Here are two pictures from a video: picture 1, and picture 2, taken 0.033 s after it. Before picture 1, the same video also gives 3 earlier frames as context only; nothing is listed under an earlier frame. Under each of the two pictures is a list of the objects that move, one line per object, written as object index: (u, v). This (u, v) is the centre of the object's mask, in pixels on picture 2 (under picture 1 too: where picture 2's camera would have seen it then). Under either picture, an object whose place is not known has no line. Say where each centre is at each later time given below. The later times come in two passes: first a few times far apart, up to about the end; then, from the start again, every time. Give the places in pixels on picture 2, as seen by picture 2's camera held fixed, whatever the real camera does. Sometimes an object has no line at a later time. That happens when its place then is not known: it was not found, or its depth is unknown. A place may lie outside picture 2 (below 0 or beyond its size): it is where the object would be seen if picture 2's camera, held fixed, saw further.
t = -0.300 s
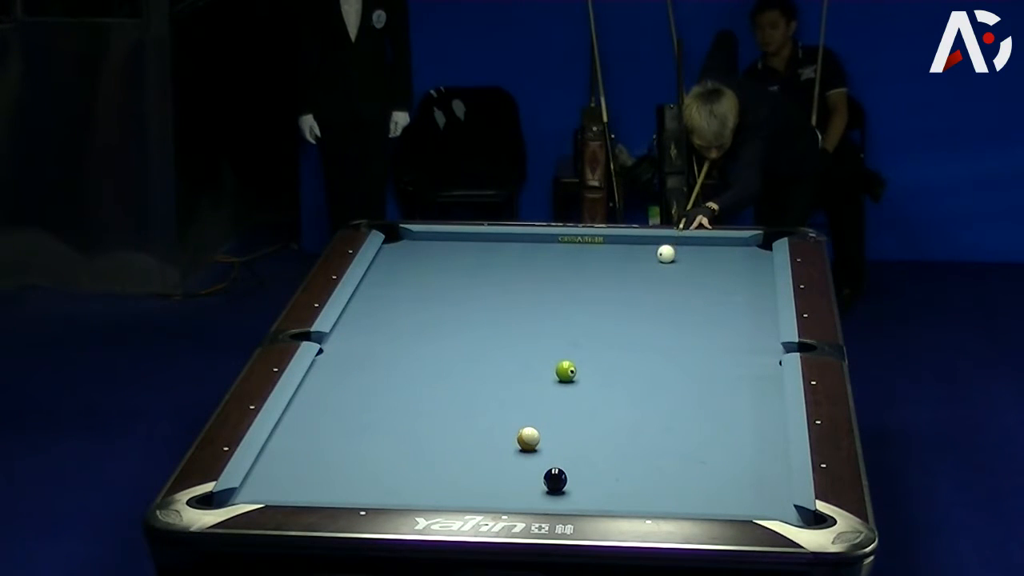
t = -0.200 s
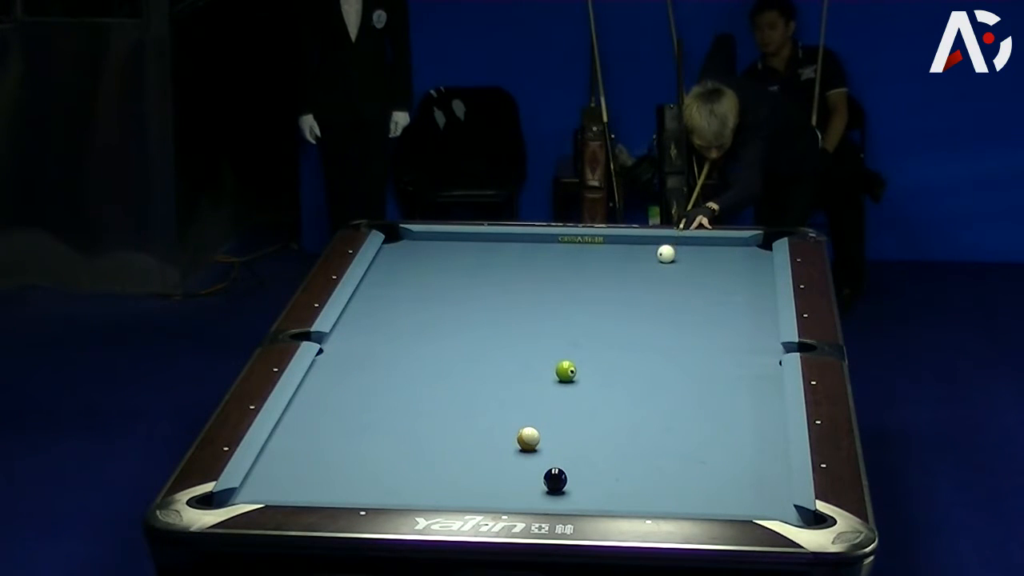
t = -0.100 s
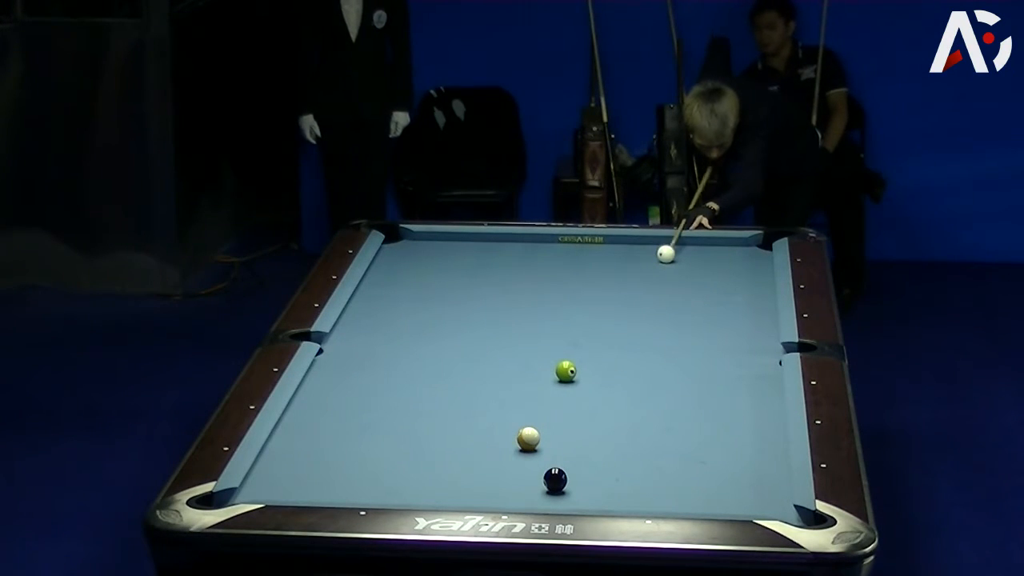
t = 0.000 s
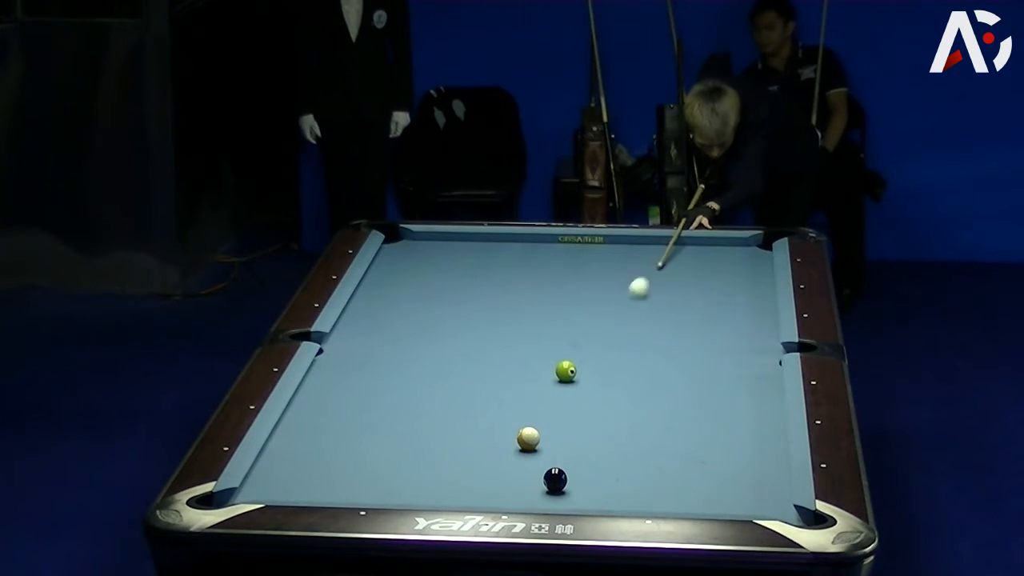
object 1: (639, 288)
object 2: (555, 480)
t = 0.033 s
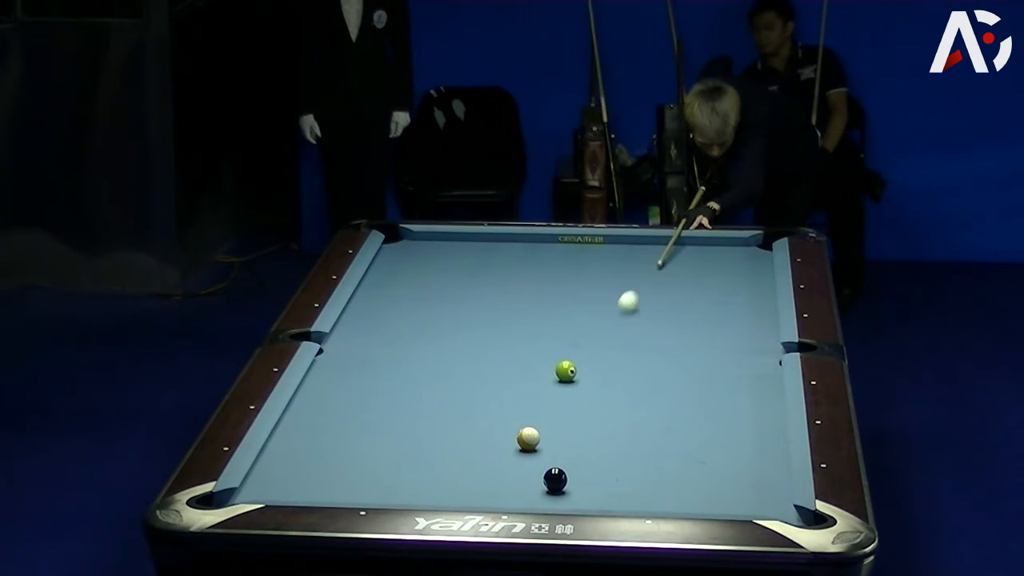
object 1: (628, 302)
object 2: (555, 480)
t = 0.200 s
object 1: (592, 370)
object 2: (555, 480)
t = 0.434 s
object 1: (683, 397)
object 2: (555, 480)
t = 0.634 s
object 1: (758, 419)
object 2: (555, 480)
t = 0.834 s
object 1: (739, 433)
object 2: (555, 480)
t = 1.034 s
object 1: (703, 444)
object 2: (555, 480)
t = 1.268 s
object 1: (660, 457)
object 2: (555, 480)
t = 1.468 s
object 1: (624, 469)
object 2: (555, 480)
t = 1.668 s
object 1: (588, 480)
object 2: (555, 480)
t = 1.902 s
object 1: (564, 494)
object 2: (540, 479)
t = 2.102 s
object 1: (548, 501)
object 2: (526, 478)
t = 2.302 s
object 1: (543, 499)
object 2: (513, 477)
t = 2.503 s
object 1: (540, 495)
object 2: (502, 477)
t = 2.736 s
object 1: (537, 490)
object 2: (490, 476)
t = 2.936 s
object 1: (536, 484)
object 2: (481, 476)
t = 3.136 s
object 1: (535, 479)
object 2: (474, 475)
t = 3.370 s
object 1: (534, 475)
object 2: (467, 475)
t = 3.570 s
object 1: (533, 472)
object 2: (463, 475)
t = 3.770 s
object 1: (533, 469)
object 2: (460, 474)
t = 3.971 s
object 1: (532, 466)
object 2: (458, 474)
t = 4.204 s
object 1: (532, 464)
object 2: (459, 474)
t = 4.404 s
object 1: (532, 463)
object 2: (459, 474)
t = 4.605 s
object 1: (532, 462)
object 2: (459, 474)
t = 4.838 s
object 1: (532, 462)
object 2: (459, 474)
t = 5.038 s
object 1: (532, 462)
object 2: (459, 474)
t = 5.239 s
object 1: (533, 462)
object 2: (459, 474)
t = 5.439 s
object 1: (533, 462)
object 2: (459, 474)
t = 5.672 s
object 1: (533, 462)
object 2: (459, 474)
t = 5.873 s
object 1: (533, 462)
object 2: (459, 474)
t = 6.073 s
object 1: (533, 462)
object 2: (459, 474)
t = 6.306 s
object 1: (533, 462)
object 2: (459, 474)
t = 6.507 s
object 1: (533, 462)
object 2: (459, 474)
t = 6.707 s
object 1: (533, 462)
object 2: (459, 474)
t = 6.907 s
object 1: (533, 462)
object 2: (459, 474)
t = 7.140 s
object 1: (533, 462)
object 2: (459, 474)
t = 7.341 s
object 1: (533, 462)
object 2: (459, 474)
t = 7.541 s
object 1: (533, 462)
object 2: (459, 474)
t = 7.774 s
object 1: (533, 462)
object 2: (459, 474)
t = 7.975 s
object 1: (533, 462)
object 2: (459, 474)
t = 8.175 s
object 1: (533, 462)
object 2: (459, 474)
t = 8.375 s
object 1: (533, 462)
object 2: (459, 474)
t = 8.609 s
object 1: (533, 462)
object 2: (459, 474)
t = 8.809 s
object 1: (533, 462)
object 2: (459, 474)
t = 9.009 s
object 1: (533, 462)
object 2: (459, 474)
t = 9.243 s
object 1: (533, 462)
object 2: (459, 474)
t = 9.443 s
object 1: (533, 462)
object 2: (459, 474)
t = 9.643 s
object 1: (533, 462)
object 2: (459, 474)
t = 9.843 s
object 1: (533, 462)
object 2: (459, 474)
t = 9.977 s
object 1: (533, 462)
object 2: (459, 474)
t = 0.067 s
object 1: (617, 316)
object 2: (555, 480)
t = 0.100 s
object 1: (605, 331)
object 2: (555, 480)
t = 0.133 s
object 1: (593, 347)
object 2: (555, 480)
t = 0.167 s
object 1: (582, 362)
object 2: (555, 480)
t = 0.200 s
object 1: (592, 370)
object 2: (555, 480)
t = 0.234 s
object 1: (606, 374)
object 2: (555, 480)
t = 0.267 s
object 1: (621, 379)
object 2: (555, 480)
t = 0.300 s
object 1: (634, 383)
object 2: (555, 480)
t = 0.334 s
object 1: (646, 386)
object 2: (555, 480)
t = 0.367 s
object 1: (659, 390)
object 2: (555, 480)
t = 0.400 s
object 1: (671, 394)
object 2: (555, 480)
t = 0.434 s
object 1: (683, 397)
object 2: (555, 480)
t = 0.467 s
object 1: (695, 401)
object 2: (555, 480)
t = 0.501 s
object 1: (707, 405)
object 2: (555, 480)
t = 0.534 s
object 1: (720, 408)
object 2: (555, 480)
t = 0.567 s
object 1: (732, 412)
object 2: (555, 480)
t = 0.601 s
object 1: (745, 415)
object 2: (555, 480)
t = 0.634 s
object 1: (758, 419)
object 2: (555, 480)
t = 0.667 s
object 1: (770, 423)
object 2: (555, 480)
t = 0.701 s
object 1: (770, 426)
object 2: (555, 480)
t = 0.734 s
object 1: (761, 428)
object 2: (555, 480)
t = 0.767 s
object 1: (753, 429)
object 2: (555, 480)
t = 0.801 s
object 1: (746, 431)
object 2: (555, 480)
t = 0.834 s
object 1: (739, 433)
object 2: (555, 480)
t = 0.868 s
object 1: (733, 435)
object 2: (555, 480)
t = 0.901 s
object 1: (728, 437)
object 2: (555, 480)
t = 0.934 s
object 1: (721, 439)
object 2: (555, 480)
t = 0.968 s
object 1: (715, 440)
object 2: (555, 480)
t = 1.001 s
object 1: (709, 442)
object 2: (555, 480)
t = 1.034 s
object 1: (703, 444)
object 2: (555, 480)
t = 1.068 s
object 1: (697, 446)
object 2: (555, 480)
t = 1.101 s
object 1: (691, 448)
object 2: (555, 480)
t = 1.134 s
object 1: (685, 450)
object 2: (555, 480)
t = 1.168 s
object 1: (679, 451)
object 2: (555, 480)
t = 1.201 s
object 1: (673, 453)
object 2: (555, 480)
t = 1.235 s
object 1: (666, 455)
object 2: (555, 480)
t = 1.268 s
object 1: (660, 457)
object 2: (555, 480)
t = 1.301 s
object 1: (654, 459)
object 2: (555, 480)
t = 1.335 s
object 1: (648, 461)
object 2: (555, 480)
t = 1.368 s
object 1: (643, 463)
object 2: (555, 480)
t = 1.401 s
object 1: (636, 465)
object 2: (555, 480)
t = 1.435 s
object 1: (630, 467)
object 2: (555, 480)
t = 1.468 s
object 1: (624, 469)
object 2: (555, 480)
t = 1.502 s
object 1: (618, 470)
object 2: (555, 480)
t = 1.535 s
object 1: (612, 472)
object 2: (555, 480)
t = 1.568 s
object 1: (606, 474)
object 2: (555, 480)
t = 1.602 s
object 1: (600, 476)
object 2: (555, 480)
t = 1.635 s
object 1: (594, 478)
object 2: (555, 480)
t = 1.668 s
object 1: (588, 480)
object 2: (555, 480)
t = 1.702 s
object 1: (582, 482)
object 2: (555, 480)
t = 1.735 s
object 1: (578, 484)
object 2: (553, 480)
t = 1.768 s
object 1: (575, 486)
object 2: (550, 479)
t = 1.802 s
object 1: (573, 488)
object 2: (547, 479)
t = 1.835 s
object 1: (570, 490)
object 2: (545, 479)
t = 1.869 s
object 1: (567, 492)
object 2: (543, 479)
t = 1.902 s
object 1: (564, 494)
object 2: (540, 479)
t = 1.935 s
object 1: (562, 495)
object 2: (538, 479)
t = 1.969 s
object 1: (559, 497)
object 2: (535, 478)
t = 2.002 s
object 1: (556, 498)
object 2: (533, 478)
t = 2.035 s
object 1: (553, 499)
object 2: (531, 478)
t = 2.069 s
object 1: (550, 500)
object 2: (528, 478)
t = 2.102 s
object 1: (548, 501)
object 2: (526, 478)
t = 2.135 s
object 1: (545, 502)
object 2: (524, 478)
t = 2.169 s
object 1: (544, 501)
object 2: (522, 478)
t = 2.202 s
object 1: (544, 501)
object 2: (519, 478)
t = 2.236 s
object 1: (544, 500)
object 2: (517, 478)
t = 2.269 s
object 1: (543, 500)
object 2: (515, 477)
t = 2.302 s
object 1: (543, 499)
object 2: (513, 477)
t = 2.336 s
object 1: (542, 499)
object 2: (511, 477)
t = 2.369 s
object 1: (542, 498)
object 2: (509, 477)
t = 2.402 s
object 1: (541, 498)
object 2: (507, 477)
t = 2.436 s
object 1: (541, 497)
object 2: (505, 477)
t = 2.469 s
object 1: (540, 496)
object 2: (504, 477)
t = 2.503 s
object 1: (540, 495)
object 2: (502, 477)
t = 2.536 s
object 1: (539, 495)
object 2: (500, 477)
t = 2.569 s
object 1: (539, 494)
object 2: (498, 476)
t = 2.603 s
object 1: (539, 494)
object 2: (496, 476)
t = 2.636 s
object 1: (538, 493)
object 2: (495, 476)
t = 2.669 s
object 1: (538, 491)
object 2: (493, 476)
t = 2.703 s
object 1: (538, 491)
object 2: (491, 476)
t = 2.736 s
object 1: (537, 490)
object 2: (490, 476)
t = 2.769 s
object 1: (537, 488)
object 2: (488, 476)
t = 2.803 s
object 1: (537, 487)
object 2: (487, 476)
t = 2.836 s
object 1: (536, 487)
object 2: (485, 476)
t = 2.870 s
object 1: (536, 486)
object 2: (484, 476)
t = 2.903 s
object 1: (536, 485)
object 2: (483, 476)
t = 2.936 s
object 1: (536, 484)
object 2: (481, 476)
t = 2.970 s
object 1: (536, 483)
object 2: (480, 475)
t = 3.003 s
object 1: (535, 483)
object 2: (479, 475)
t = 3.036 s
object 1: (535, 482)
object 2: (477, 475)
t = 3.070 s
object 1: (535, 481)
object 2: (476, 475)
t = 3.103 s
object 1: (535, 480)
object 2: (475, 475)
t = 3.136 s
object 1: (535, 479)
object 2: (474, 475)
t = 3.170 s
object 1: (535, 479)
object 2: (473, 475)
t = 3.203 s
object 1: (535, 478)
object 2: (472, 475)
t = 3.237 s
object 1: (534, 477)
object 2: (471, 475)
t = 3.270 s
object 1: (534, 477)
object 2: (470, 475)
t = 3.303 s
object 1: (534, 476)
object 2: (469, 475)
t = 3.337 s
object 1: (534, 475)
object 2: (468, 475)
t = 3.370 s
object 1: (534, 475)
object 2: (467, 475)
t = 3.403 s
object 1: (534, 474)
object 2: (466, 475)
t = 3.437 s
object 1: (534, 474)
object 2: (465, 475)
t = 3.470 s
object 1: (533, 473)
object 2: (465, 475)
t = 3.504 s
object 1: (533, 473)
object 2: (464, 475)
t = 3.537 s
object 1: (533, 472)
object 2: (463, 475)
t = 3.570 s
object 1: (533, 472)
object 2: (463, 475)
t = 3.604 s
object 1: (533, 471)
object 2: (462, 475)
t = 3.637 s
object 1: (533, 471)
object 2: (461, 475)
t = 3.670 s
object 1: (533, 470)
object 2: (461, 475)
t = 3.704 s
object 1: (533, 470)
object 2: (461, 475)
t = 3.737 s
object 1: (533, 469)
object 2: (460, 474)
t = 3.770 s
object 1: (533, 469)
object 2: (460, 474)
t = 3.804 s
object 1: (533, 468)
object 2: (459, 475)
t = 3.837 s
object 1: (533, 468)
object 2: (459, 474)
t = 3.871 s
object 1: (533, 468)
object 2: (459, 474)
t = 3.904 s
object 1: (533, 467)
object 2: (459, 474)
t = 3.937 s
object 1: (532, 467)
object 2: (458, 474)
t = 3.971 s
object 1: (532, 466)
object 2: (458, 474)
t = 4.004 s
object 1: (532, 466)
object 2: (458, 474)
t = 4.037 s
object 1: (532, 466)
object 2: (458, 474)
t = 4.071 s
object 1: (532, 465)
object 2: (458, 474)
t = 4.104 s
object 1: (532, 465)
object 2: (458, 474)
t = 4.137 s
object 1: (532, 465)
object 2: (458, 474)
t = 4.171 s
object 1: (532, 465)
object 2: (459, 474)
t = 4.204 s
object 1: (532, 464)
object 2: (459, 474)
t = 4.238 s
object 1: (532, 464)
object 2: (459, 474)
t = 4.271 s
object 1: (532, 464)
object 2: (459, 474)
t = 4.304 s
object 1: (532, 464)
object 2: (459, 474)
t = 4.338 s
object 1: (532, 463)
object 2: (459, 474)
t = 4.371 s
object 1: (532, 463)
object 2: (459, 474)
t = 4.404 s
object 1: (532, 463)
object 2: (459, 474)
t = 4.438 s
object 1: (532, 463)
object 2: (459, 474)
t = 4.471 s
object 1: (532, 463)
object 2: (459, 474)
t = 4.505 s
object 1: (532, 462)
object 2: (459, 474)
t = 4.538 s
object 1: (532, 462)
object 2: (459, 474)
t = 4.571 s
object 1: (532, 462)
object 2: (459, 474)
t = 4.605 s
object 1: (532, 462)
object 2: (459, 474)
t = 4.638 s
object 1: (532, 462)
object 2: (459, 474)
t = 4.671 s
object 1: (532, 462)
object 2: (459, 474)
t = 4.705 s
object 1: (532, 462)
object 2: (459, 474)
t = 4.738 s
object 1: (532, 462)
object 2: (459, 474)
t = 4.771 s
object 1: (532, 462)
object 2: (459, 474)
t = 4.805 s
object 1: (532, 462)
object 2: (459, 474)
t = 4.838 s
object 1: (532, 462)
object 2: (459, 474)
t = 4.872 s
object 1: (532, 462)
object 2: (459, 474)
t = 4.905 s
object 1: (532, 462)
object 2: (459, 474)
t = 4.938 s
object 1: (532, 462)
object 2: (459, 474)
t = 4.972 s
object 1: (532, 462)
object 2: (459, 474)
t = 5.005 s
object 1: (532, 462)
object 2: (459, 474)
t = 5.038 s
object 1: (532, 462)
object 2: (459, 474)
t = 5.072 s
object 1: (532, 462)
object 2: (459, 474)
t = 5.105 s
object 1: (532, 462)
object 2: (459, 474)
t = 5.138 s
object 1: (532, 462)
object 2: (459, 474)
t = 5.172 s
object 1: (532, 462)
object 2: (459, 474)
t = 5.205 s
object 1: (532, 462)
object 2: (459, 474)
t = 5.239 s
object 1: (533, 462)
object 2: (459, 474)
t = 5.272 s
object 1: (532, 462)
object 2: (459, 474)
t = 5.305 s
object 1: (532, 462)
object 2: (459, 474)
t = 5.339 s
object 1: (532, 462)
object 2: (459, 474)
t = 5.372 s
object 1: (533, 462)
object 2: (459, 474)
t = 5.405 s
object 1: (533, 462)
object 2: (459, 474)
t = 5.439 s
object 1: (533, 462)
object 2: (459, 474)
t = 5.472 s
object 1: (533, 462)
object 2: (459, 474)
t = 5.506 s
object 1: (533, 462)
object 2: (459, 474)
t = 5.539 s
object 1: (533, 462)
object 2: (459, 474)
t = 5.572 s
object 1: (533, 462)
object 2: (459, 474)
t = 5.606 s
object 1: (533, 462)
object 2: (459, 474)
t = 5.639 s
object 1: (533, 462)
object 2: (459, 474)
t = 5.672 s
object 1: (533, 462)
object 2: (459, 474)
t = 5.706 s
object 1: (533, 462)
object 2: (459, 474)
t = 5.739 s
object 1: (533, 462)
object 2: (459, 474)
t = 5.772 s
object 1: (533, 462)
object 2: (459, 474)
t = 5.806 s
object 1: (533, 462)
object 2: (459, 474)
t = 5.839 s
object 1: (533, 462)
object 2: (459, 474)
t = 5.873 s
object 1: (533, 462)
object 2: (459, 474)
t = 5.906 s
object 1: (533, 462)
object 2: (459, 474)
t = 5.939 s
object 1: (533, 462)
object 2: (459, 474)
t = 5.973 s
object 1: (533, 462)
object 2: (459, 474)
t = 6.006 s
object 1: (533, 462)
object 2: (459, 474)
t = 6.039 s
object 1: (533, 462)
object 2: (459, 474)
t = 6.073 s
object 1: (533, 462)
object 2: (459, 474)
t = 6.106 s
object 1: (533, 462)
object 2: (459, 474)
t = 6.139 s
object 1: (533, 462)
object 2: (459, 474)
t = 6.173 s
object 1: (533, 462)
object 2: (459, 474)
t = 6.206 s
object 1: (533, 462)
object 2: (459, 474)
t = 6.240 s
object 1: (533, 462)
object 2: (459, 474)
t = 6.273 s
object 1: (533, 462)
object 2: (459, 474)
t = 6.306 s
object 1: (533, 462)
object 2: (459, 474)
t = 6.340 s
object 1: (533, 462)
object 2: (459, 474)
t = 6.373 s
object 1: (533, 462)
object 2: (459, 474)
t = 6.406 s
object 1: (533, 462)
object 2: (459, 474)
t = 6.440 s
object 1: (533, 462)
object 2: (459, 474)
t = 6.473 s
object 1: (533, 462)
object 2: (459, 474)
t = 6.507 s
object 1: (533, 462)
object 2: (459, 474)
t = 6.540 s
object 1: (533, 462)
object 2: (459, 474)
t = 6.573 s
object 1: (533, 462)
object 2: (459, 474)
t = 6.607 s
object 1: (533, 462)
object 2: (459, 474)
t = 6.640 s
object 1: (533, 462)
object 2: (459, 474)
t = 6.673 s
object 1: (533, 462)
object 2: (459, 474)
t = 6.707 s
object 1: (533, 462)
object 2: (459, 474)
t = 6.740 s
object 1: (533, 462)
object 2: (459, 474)
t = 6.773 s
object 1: (533, 462)
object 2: (459, 474)
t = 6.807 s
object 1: (533, 462)
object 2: (459, 474)
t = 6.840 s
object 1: (533, 462)
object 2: (459, 474)
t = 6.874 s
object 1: (533, 462)
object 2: (459, 474)
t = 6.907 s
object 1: (533, 462)
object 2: (459, 474)
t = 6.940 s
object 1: (533, 462)
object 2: (459, 474)
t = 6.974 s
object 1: (533, 462)
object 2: (459, 474)
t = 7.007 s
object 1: (533, 462)
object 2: (459, 474)
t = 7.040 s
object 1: (533, 462)
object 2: (459, 474)
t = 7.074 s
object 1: (533, 462)
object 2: (459, 474)
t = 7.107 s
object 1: (533, 462)
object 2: (459, 474)
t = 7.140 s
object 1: (533, 462)
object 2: (459, 474)
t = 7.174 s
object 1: (533, 462)
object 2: (459, 474)
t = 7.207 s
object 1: (533, 462)
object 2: (459, 474)
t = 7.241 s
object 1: (533, 462)
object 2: (459, 474)
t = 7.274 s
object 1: (533, 462)
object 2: (459, 474)
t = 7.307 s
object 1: (533, 462)
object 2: (459, 474)
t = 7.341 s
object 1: (533, 462)
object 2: (459, 474)
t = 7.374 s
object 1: (533, 462)
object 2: (459, 474)
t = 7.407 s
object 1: (533, 462)
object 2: (459, 474)
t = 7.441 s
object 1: (533, 462)
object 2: (459, 474)
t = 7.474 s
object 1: (533, 462)
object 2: (459, 474)
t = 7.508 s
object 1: (533, 462)
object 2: (459, 474)
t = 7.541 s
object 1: (533, 462)
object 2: (459, 474)
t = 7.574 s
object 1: (533, 462)
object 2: (459, 474)
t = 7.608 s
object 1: (533, 462)
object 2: (459, 474)
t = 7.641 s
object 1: (533, 462)
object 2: (459, 474)
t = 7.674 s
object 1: (533, 462)
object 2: (459, 474)
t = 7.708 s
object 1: (533, 462)
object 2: (459, 474)
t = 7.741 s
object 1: (533, 462)
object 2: (459, 474)
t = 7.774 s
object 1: (533, 462)
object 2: (459, 474)
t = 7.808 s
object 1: (533, 462)
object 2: (459, 474)
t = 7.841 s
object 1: (533, 462)
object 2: (459, 474)
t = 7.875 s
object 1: (533, 462)
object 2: (459, 474)
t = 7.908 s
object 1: (533, 462)
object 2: (459, 474)
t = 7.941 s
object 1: (533, 462)
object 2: (459, 474)
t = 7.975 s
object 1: (533, 462)
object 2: (459, 474)
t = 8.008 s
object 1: (533, 462)
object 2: (459, 474)
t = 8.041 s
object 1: (533, 462)
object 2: (459, 474)
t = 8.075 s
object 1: (533, 462)
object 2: (459, 474)
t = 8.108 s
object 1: (533, 462)
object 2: (459, 474)
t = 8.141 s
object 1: (533, 462)
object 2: (459, 474)
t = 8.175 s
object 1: (533, 462)
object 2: (459, 474)
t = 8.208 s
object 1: (533, 462)
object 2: (459, 474)
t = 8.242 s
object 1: (533, 462)
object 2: (459, 474)
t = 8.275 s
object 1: (533, 462)
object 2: (459, 474)
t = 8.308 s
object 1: (533, 462)
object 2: (459, 474)
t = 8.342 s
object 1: (533, 462)
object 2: (459, 474)
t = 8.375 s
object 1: (533, 462)
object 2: (459, 474)
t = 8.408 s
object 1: (533, 462)
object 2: (459, 474)
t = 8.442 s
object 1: (533, 462)
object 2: (459, 474)
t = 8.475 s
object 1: (533, 462)
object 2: (459, 474)
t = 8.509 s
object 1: (533, 462)
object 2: (459, 474)
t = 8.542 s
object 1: (533, 462)
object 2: (459, 474)
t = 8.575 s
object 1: (533, 462)
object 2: (459, 474)
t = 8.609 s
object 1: (533, 462)
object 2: (459, 474)
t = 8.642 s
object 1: (533, 462)
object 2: (459, 474)
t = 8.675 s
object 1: (533, 462)
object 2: (459, 474)
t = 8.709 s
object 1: (533, 462)
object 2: (459, 474)
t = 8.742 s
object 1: (533, 462)
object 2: (459, 474)
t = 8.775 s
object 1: (533, 462)
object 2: (459, 474)
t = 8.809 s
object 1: (533, 462)
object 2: (459, 474)
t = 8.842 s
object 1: (533, 462)
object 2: (459, 474)
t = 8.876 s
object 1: (533, 462)
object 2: (459, 474)
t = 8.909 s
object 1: (533, 462)
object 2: (459, 474)
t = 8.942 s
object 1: (533, 462)
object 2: (459, 474)
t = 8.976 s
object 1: (533, 462)
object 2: (459, 474)
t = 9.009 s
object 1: (533, 462)
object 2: (459, 474)
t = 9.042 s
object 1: (533, 462)
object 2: (459, 474)
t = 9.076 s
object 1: (533, 462)
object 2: (459, 474)
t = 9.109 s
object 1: (533, 462)
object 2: (459, 474)
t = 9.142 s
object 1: (533, 462)
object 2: (459, 474)
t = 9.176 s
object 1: (533, 462)
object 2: (459, 474)
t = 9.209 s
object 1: (533, 462)
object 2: (459, 474)
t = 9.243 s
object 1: (533, 462)
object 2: (459, 474)
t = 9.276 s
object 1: (533, 462)
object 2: (459, 474)
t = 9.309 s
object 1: (533, 462)
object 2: (459, 474)
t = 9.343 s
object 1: (533, 462)
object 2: (459, 474)
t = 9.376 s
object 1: (533, 462)
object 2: (459, 474)
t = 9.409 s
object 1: (533, 462)
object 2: (459, 474)
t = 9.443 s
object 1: (533, 462)
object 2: (459, 474)
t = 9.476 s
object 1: (533, 462)
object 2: (459, 474)
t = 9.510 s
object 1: (533, 462)
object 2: (459, 474)
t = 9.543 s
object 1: (533, 462)
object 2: (459, 474)
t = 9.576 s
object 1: (533, 462)
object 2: (459, 474)
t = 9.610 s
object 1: (533, 462)
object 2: (459, 474)
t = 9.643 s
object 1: (533, 462)
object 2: (459, 474)
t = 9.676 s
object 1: (533, 462)
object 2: (459, 474)
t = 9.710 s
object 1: (533, 462)
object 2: (459, 474)
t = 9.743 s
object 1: (533, 462)
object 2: (459, 474)
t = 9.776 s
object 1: (533, 462)
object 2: (459, 474)
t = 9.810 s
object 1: (533, 462)
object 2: (459, 474)
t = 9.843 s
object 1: (533, 462)
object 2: (459, 474)
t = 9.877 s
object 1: (533, 462)
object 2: (459, 474)
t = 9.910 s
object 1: (533, 462)
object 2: (459, 474)
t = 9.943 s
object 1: (533, 462)
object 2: (459, 474)
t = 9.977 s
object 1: (533, 462)
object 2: (459, 474)
